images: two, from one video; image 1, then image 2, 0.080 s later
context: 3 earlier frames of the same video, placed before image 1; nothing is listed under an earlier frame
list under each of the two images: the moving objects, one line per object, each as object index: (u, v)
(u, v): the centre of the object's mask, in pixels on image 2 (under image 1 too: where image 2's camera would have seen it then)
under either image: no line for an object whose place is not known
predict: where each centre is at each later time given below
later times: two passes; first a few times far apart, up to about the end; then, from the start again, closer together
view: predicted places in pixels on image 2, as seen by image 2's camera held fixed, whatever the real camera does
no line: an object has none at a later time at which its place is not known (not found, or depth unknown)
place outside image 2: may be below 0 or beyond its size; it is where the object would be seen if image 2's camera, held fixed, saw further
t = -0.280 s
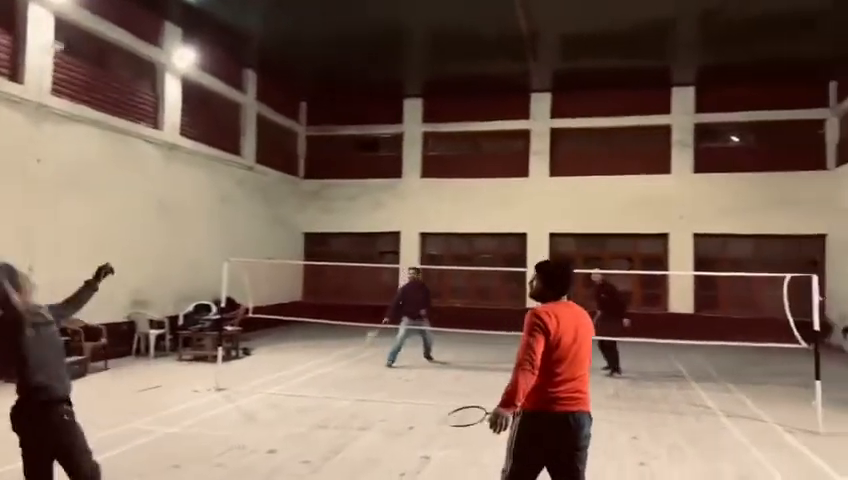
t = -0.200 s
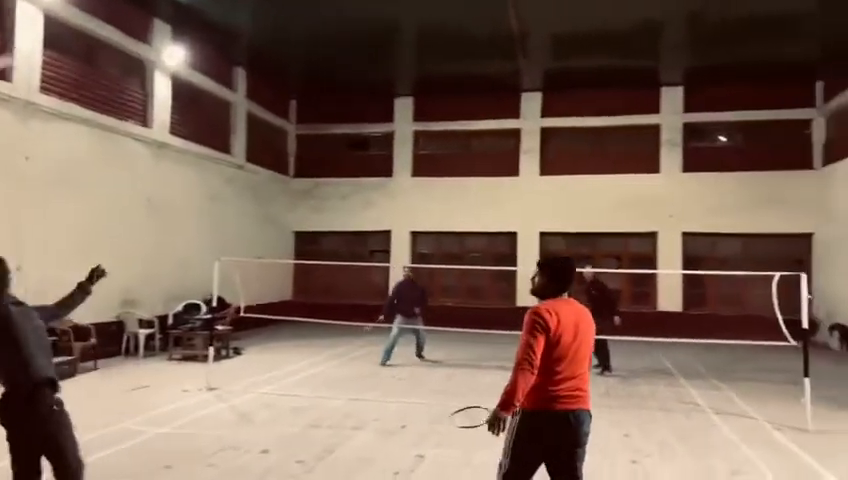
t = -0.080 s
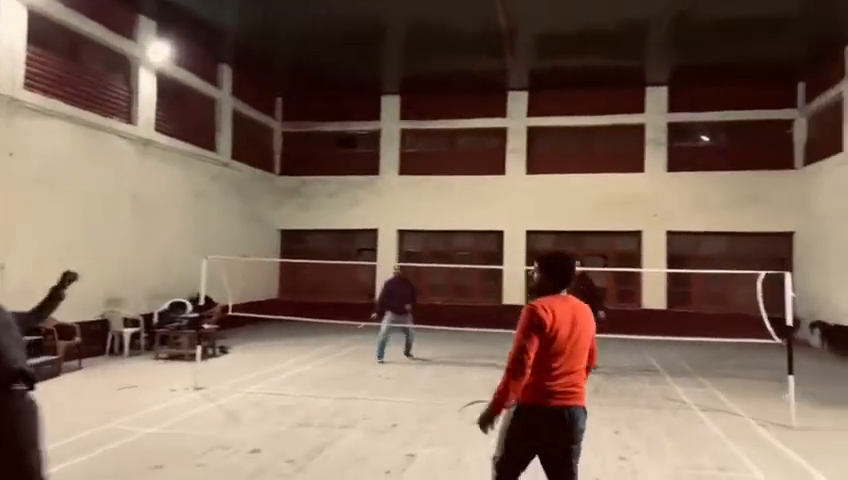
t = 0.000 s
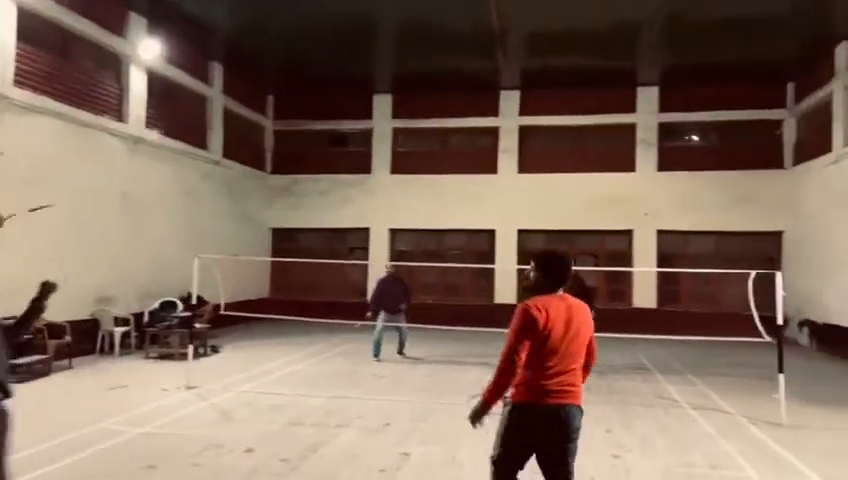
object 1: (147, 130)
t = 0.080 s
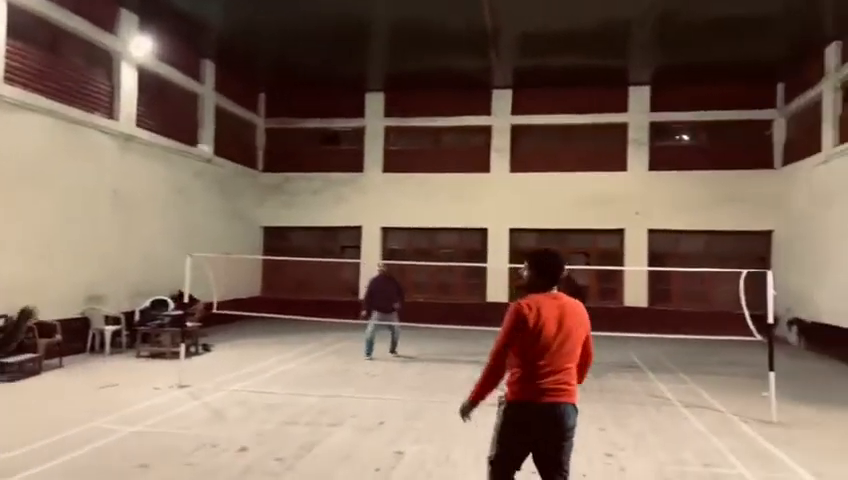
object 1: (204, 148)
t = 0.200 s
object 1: (255, 172)
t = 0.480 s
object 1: (312, 234)
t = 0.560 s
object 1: (321, 253)
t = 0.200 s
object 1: (255, 172)
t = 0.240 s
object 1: (266, 180)
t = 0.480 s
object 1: (312, 234)
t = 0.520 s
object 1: (316, 243)
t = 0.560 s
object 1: (321, 253)
